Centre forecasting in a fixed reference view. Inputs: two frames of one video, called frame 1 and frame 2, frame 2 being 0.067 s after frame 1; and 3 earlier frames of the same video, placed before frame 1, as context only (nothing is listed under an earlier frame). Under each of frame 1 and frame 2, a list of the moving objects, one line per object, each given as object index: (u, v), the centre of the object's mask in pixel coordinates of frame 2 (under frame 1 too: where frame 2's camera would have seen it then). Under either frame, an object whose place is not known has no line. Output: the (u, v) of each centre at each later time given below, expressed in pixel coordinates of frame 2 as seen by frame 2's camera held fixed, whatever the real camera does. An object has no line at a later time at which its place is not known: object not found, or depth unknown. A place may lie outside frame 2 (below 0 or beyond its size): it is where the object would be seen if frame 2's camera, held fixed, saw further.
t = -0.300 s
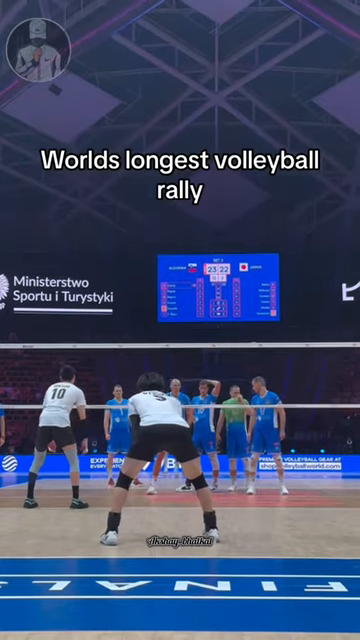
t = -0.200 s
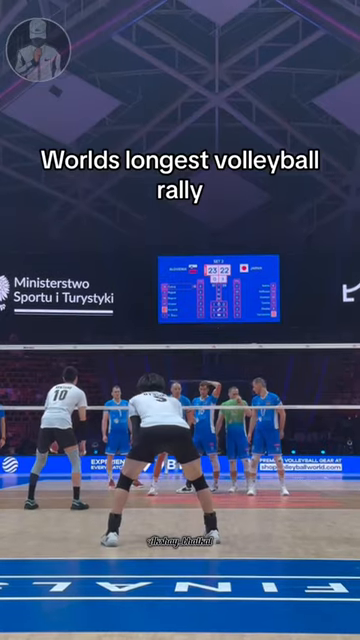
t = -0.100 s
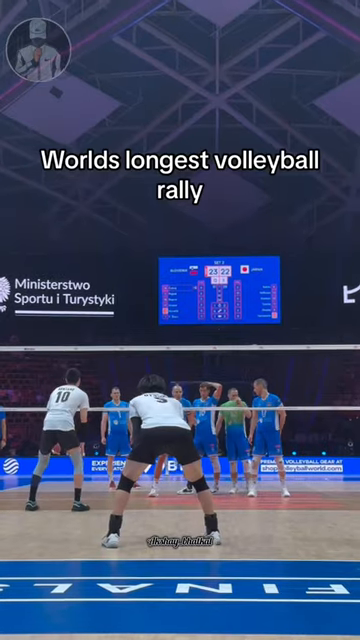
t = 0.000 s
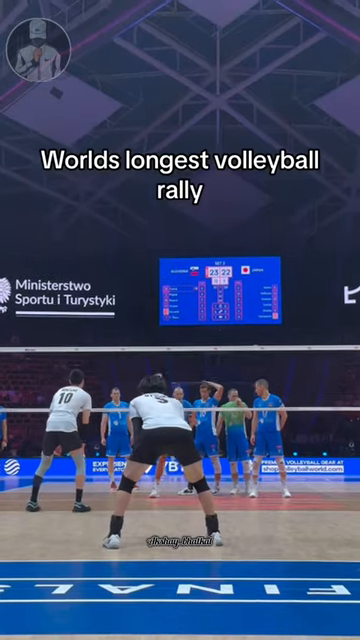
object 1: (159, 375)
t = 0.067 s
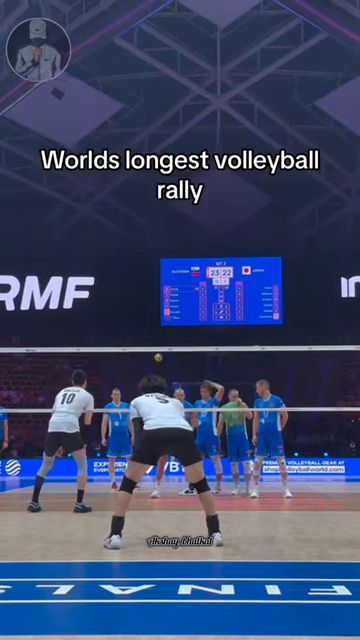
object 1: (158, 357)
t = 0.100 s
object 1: (157, 345)
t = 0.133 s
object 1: (157, 338)
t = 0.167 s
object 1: (156, 330)
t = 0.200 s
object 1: (155, 322)
